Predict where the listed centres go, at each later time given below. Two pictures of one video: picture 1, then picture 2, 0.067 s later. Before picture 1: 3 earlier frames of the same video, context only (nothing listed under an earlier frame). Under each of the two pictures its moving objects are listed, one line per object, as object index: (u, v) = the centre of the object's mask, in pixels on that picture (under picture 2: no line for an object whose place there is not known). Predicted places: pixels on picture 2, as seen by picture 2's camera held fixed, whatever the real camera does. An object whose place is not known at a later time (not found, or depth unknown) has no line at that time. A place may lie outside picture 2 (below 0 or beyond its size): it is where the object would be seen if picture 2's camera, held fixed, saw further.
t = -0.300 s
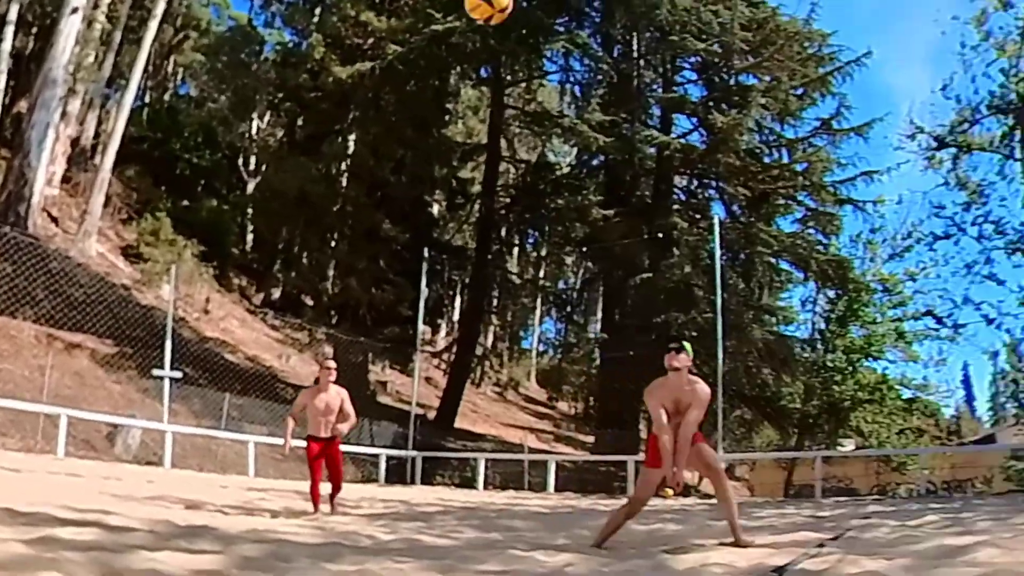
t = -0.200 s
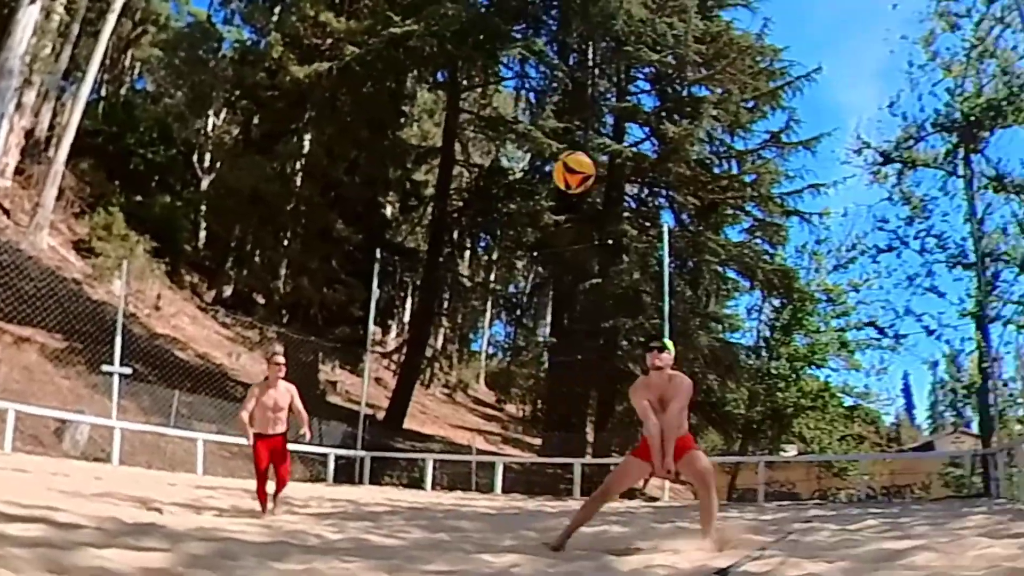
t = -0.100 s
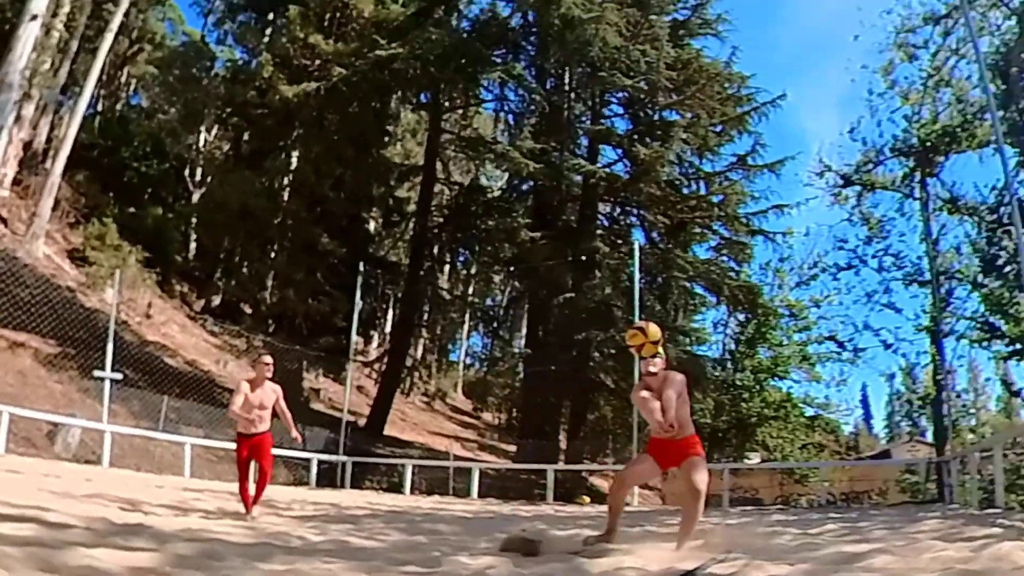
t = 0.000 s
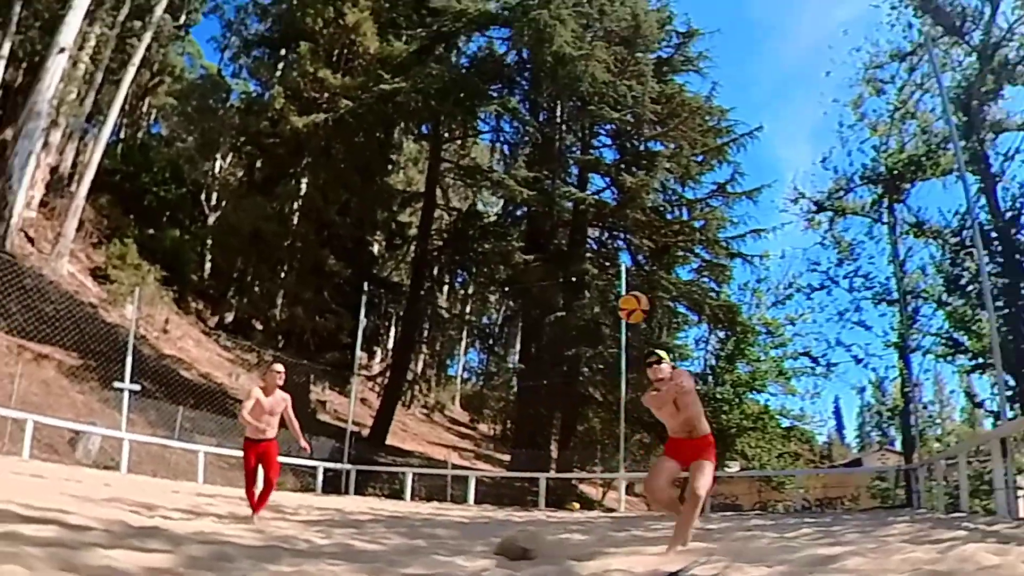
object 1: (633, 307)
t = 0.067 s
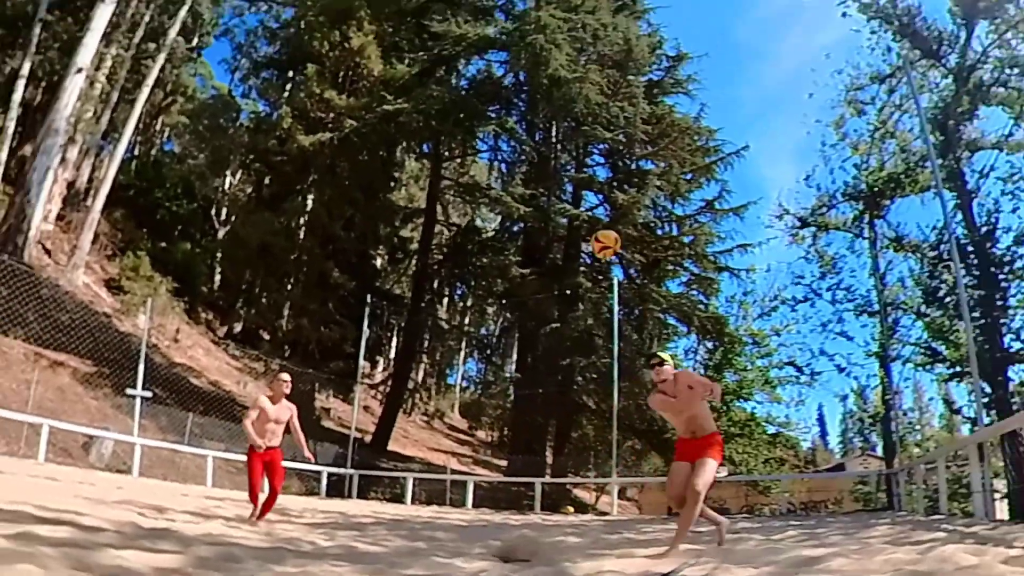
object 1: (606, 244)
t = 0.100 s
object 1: (595, 214)
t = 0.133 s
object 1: (585, 188)
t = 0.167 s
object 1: (575, 163)
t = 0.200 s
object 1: (566, 142)
